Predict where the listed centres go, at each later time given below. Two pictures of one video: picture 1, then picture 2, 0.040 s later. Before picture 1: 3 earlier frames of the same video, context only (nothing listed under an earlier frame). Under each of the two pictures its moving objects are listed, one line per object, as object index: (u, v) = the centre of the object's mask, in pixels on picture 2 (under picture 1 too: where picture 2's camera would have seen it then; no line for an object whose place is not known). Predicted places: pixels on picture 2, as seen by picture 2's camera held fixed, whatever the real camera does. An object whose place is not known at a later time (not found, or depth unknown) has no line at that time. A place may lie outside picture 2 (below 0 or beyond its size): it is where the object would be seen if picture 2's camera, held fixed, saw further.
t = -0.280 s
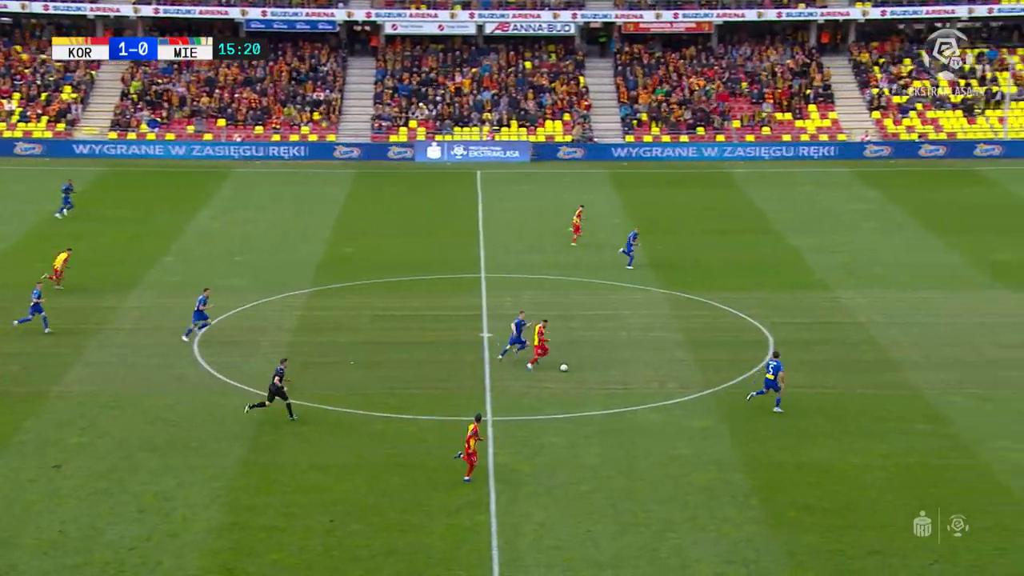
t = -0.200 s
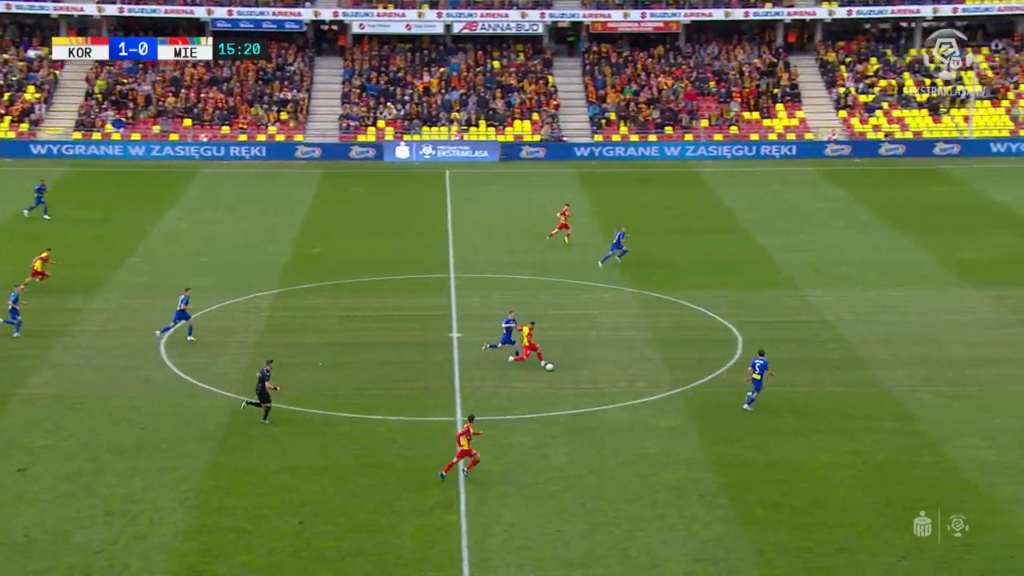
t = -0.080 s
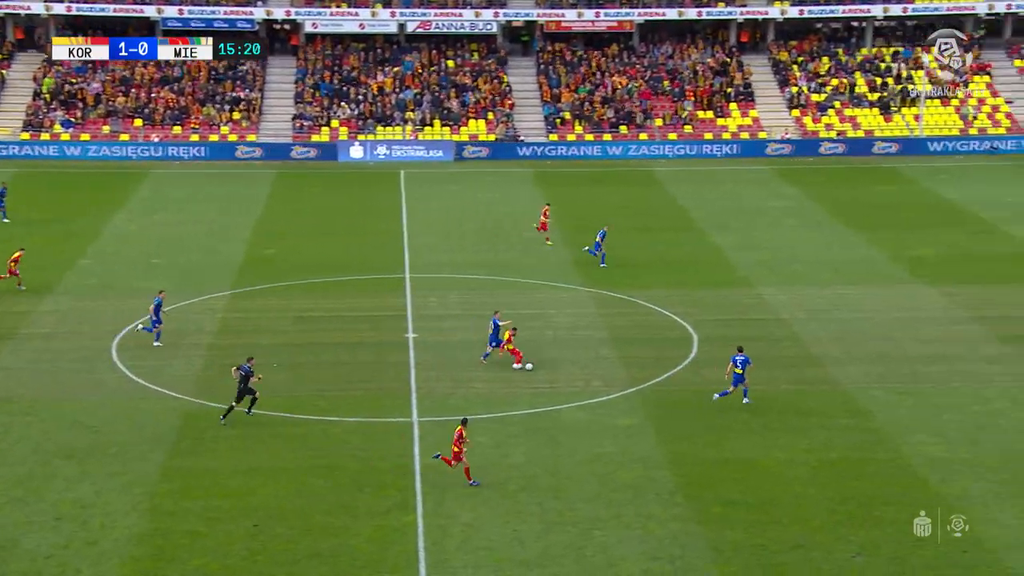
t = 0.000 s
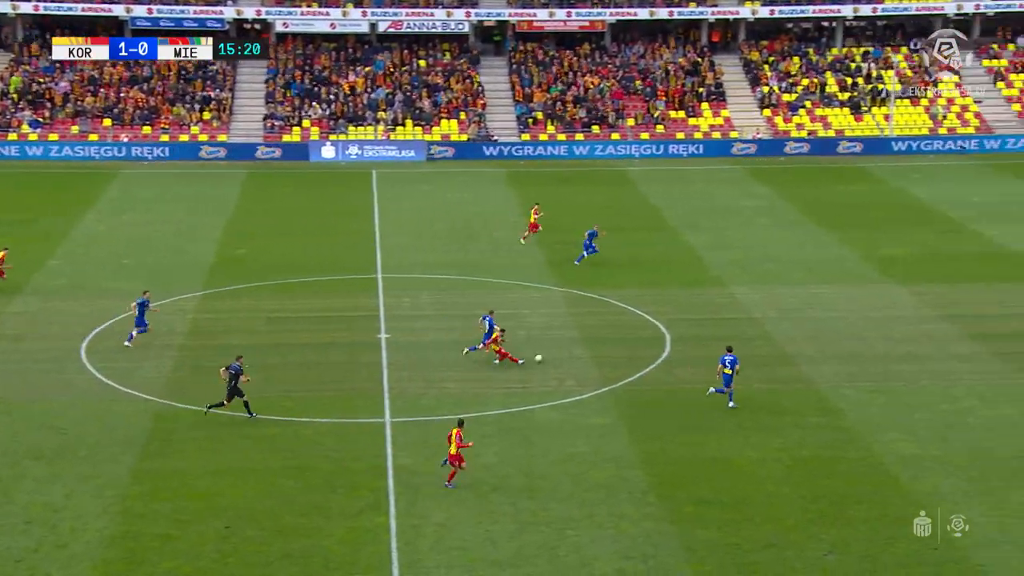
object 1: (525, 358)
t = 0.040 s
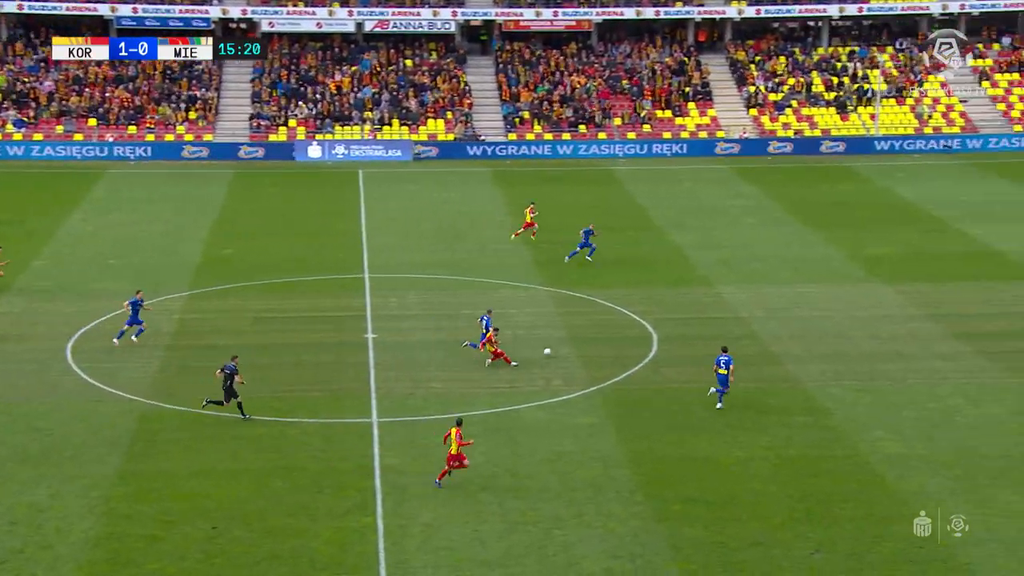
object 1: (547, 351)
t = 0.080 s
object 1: (567, 346)
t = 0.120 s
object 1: (588, 341)
